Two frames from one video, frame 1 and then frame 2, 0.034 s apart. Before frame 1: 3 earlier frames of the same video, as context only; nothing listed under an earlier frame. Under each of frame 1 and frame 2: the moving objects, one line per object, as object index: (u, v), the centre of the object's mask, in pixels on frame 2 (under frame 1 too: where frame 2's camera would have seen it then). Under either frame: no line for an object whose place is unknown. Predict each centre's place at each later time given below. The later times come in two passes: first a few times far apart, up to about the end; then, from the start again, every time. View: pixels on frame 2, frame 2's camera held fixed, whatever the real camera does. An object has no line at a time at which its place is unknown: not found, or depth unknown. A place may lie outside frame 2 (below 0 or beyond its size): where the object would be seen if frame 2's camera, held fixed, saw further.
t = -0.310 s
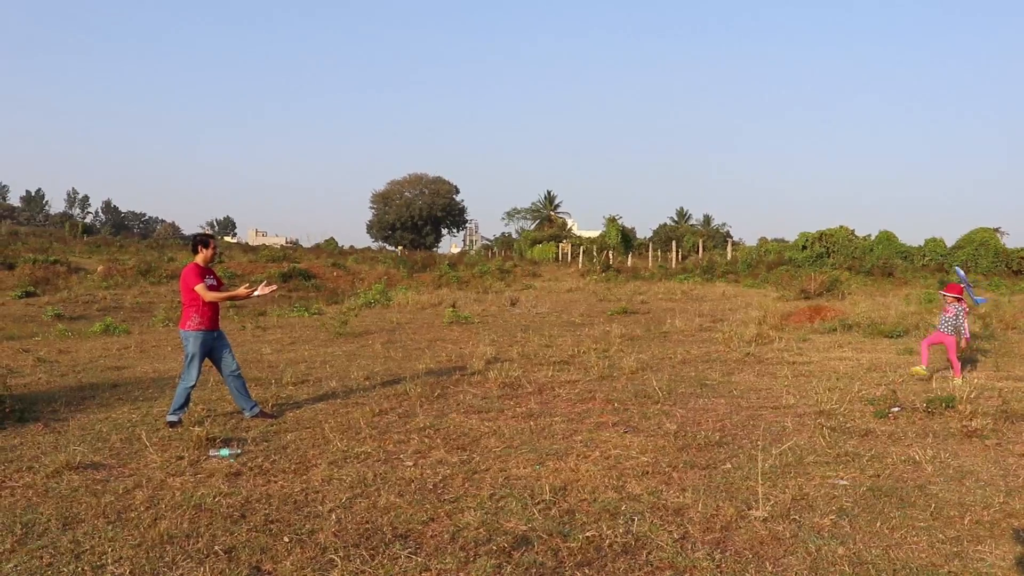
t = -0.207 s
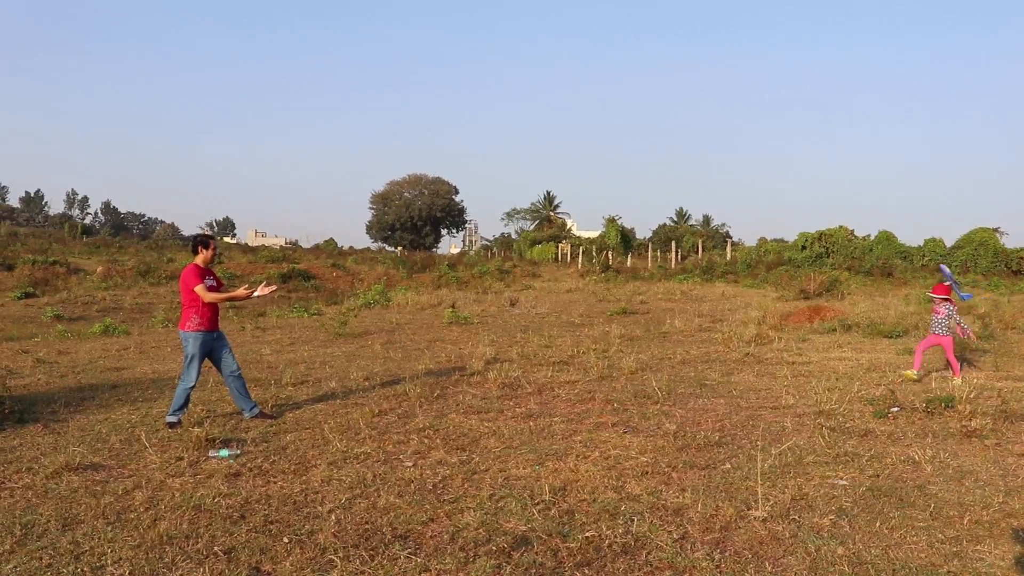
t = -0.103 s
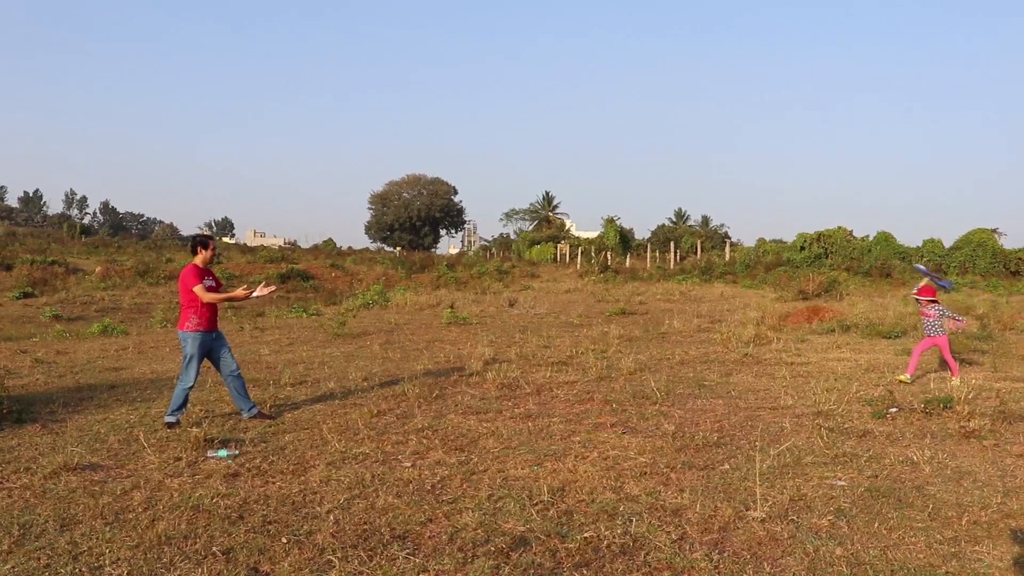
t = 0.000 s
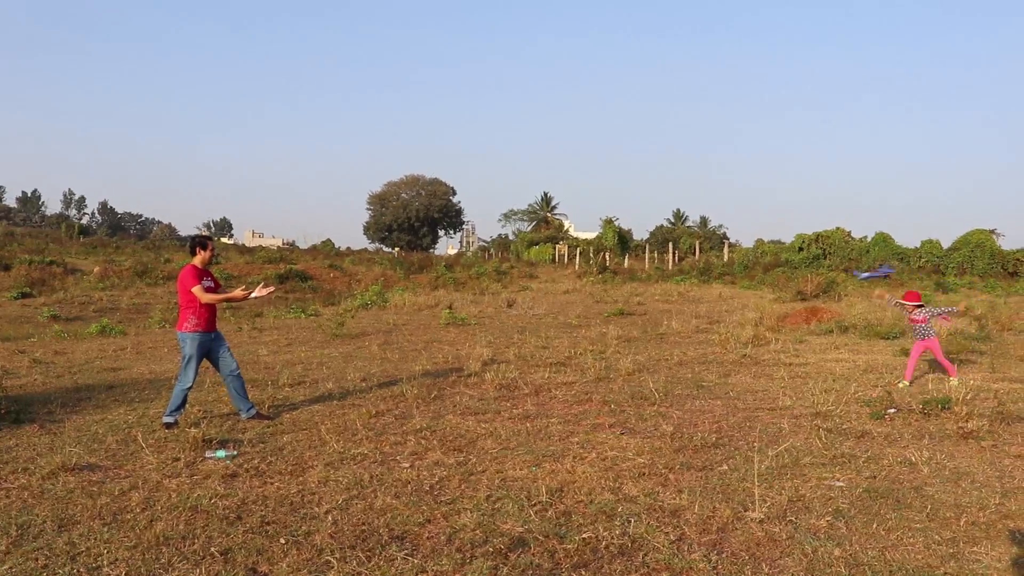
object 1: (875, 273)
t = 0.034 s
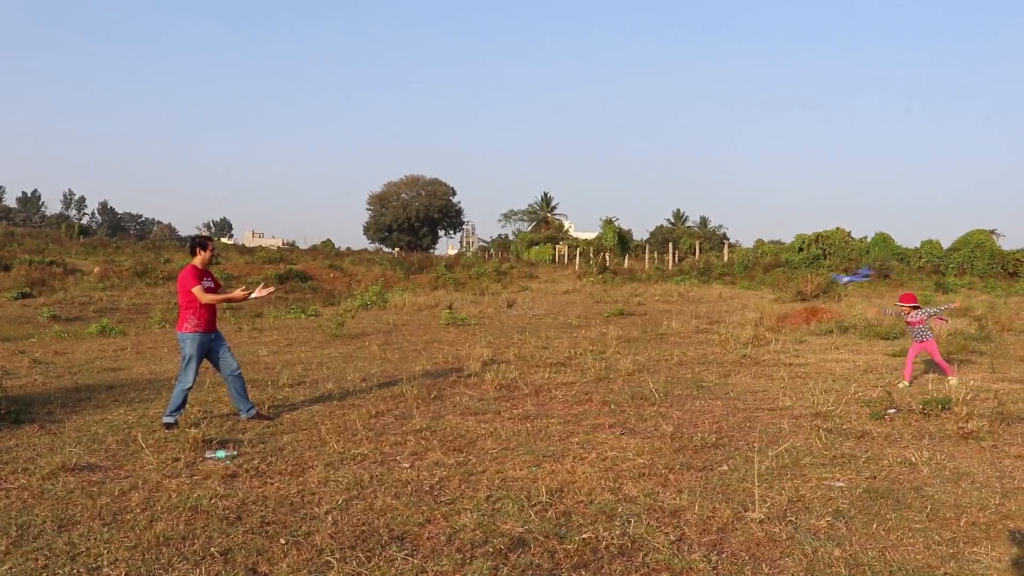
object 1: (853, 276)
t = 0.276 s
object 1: (722, 309)
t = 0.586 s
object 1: (586, 319)
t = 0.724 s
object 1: (532, 327)
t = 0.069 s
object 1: (835, 281)
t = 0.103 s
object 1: (815, 287)
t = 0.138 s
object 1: (797, 291)
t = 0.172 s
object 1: (777, 296)
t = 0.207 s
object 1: (758, 300)
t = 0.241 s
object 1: (740, 305)
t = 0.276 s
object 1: (722, 309)
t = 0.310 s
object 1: (704, 310)
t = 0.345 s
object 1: (687, 313)
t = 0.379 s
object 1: (671, 314)
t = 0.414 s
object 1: (655, 316)
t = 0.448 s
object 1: (641, 317)
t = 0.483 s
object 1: (626, 317)
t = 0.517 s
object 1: (613, 318)
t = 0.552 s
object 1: (600, 319)
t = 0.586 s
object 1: (586, 319)
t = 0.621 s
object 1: (573, 320)
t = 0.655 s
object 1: (559, 322)
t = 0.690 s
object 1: (546, 324)
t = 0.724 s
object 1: (532, 327)
